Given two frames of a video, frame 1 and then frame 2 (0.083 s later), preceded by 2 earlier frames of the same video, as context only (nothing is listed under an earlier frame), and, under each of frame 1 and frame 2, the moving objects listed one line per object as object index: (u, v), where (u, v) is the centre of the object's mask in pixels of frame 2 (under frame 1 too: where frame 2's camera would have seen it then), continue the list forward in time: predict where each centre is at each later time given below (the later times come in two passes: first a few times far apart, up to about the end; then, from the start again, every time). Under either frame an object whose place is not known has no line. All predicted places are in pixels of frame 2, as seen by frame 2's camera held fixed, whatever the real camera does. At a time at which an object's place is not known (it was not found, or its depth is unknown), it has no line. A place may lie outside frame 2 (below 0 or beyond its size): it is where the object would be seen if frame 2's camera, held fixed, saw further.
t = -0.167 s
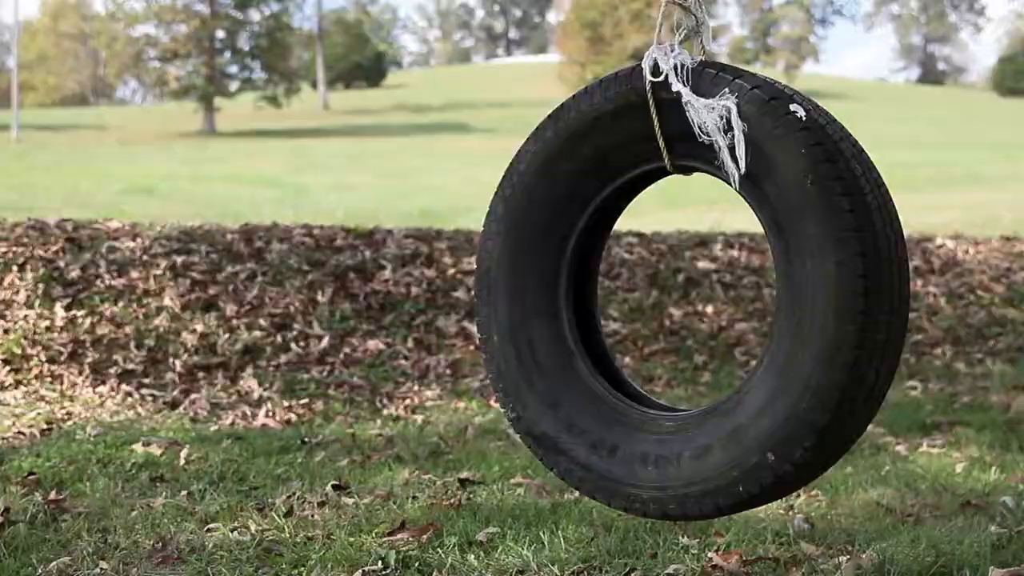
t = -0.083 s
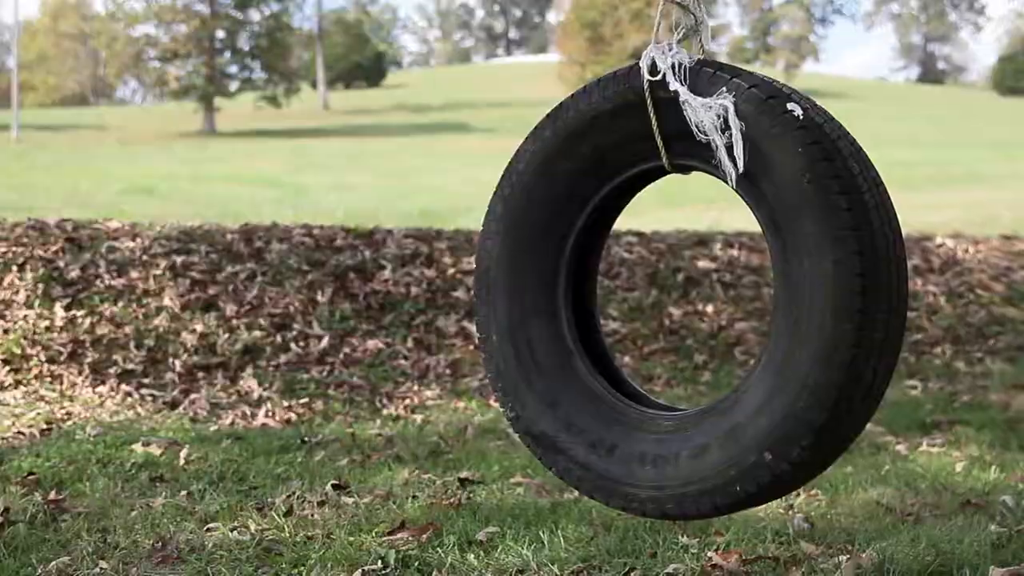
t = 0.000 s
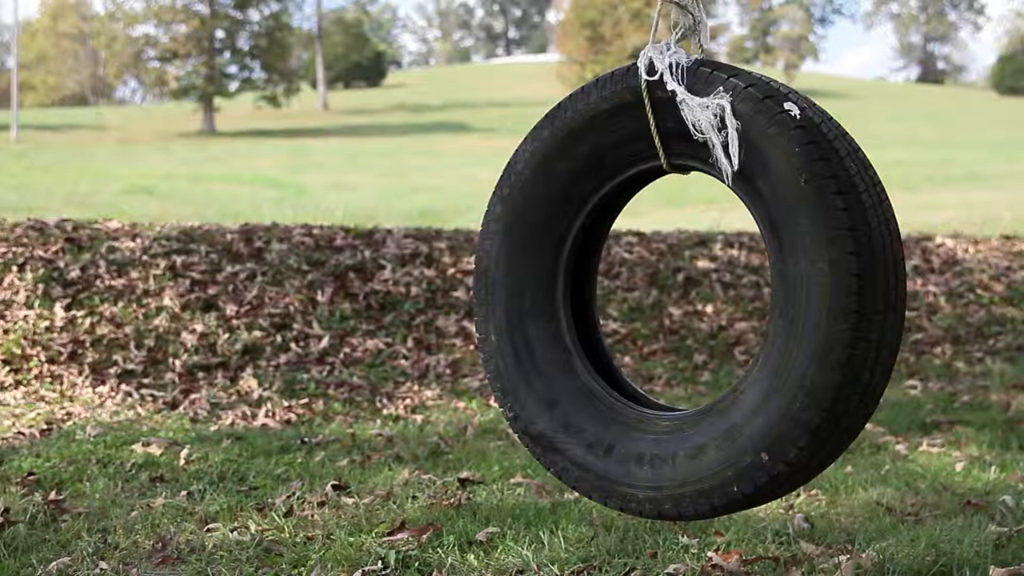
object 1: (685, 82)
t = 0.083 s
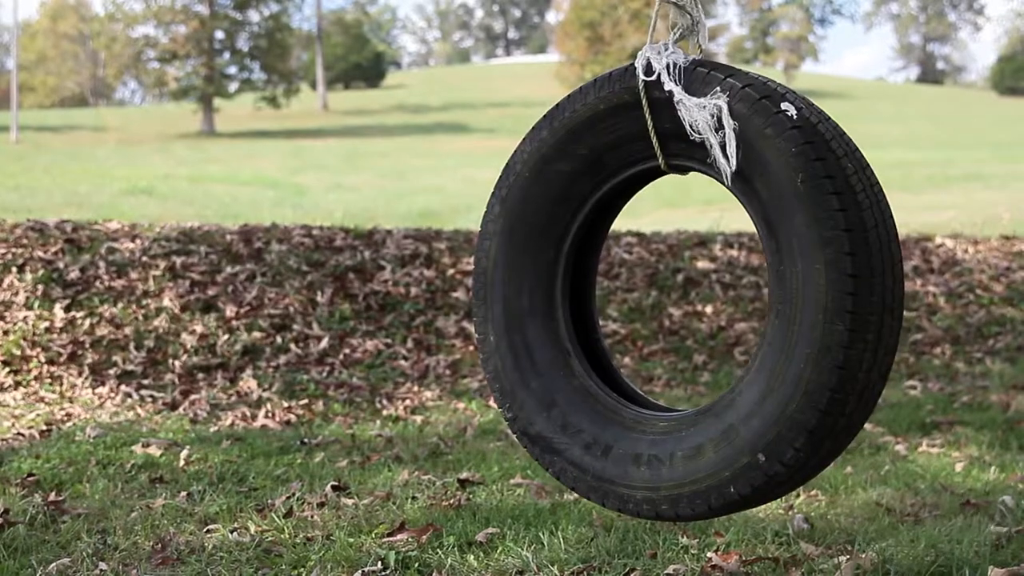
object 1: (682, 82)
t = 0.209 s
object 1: (680, 80)
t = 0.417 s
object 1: (676, 75)
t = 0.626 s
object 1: (672, 80)
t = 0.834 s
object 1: (670, 77)
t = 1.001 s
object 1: (671, 67)
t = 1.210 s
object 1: (671, 69)
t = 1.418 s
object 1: (673, 68)
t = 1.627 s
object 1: (671, 60)
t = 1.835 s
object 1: (677, 69)
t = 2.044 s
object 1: (681, 70)
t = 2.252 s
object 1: (683, 69)
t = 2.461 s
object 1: (685, 68)
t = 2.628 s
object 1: (687, 71)
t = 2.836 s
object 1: (687, 68)
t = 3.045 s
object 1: (688, 68)
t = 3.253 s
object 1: (688, 67)
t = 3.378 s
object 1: (686, 67)
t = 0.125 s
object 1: (682, 80)
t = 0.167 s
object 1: (681, 80)
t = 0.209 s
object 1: (680, 80)
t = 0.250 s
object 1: (679, 79)
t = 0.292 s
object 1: (679, 79)
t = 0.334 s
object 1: (678, 78)
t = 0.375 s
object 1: (676, 76)
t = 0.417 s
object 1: (676, 75)
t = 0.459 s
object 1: (675, 75)
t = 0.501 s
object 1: (674, 75)
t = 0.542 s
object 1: (674, 77)
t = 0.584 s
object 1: (672, 79)
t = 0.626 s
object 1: (672, 80)
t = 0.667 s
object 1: (671, 79)
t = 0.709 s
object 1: (671, 79)
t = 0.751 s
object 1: (670, 78)
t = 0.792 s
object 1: (670, 77)
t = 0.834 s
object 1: (670, 77)
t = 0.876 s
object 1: (670, 77)
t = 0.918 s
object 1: (669, 72)
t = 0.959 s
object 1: (669, 69)
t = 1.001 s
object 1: (671, 67)
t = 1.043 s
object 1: (670, 68)
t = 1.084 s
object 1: (670, 68)
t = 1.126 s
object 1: (671, 68)
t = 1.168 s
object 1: (671, 68)
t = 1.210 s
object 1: (671, 69)
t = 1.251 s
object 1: (671, 69)
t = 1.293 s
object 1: (671, 69)
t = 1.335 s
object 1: (672, 69)
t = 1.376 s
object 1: (672, 69)
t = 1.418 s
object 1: (673, 68)
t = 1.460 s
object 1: (673, 67)
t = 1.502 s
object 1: (672, 66)
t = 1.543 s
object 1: (672, 63)
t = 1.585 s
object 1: (672, 62)
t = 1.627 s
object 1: (671, 60)
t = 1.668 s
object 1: (673, 61)
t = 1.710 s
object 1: (673, 63)
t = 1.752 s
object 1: (675, 66)
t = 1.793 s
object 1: (676, 68)
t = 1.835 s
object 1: (677, 69)
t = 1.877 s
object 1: (678, 69)
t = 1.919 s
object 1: (678, 68)
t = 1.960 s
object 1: (679, 68)
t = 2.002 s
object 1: (679, 68)
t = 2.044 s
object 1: (681, 70)
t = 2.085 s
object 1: (682, 71)
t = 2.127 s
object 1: (682, 71)
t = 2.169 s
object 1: (683, 71)
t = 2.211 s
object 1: (683, 70)
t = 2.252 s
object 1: (683, 69)
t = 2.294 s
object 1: (683, 69)
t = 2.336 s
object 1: (684, 69)
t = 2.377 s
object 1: (684, 68)
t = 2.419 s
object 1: (684, 67)
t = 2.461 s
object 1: (685, 68)
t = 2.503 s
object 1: (686, 69)
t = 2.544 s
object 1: (686, 70)
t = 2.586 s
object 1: (686, 71)
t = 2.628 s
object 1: (687, 71)
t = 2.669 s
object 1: (687, 71)
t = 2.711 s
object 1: (687, 71)
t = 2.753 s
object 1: (688, 69)
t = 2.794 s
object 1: (688, 69)
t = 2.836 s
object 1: (687, 68)
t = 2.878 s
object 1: (688, 68)
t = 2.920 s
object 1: (688, 68)
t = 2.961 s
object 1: (688, 68)
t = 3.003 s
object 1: (688, 68)
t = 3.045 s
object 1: (688, 68)
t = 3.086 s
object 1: (688, 68)
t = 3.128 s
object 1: (688, 67)
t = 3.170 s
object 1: (688, 67)
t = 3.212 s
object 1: (688, 67)
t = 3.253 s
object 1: (688, 67)
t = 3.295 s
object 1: (687, 67)
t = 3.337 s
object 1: (687, 66)
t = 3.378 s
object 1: (686, 67)
